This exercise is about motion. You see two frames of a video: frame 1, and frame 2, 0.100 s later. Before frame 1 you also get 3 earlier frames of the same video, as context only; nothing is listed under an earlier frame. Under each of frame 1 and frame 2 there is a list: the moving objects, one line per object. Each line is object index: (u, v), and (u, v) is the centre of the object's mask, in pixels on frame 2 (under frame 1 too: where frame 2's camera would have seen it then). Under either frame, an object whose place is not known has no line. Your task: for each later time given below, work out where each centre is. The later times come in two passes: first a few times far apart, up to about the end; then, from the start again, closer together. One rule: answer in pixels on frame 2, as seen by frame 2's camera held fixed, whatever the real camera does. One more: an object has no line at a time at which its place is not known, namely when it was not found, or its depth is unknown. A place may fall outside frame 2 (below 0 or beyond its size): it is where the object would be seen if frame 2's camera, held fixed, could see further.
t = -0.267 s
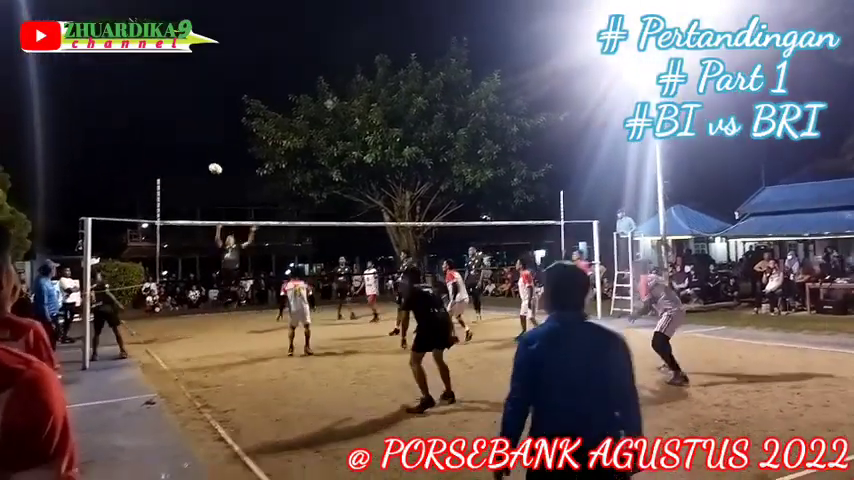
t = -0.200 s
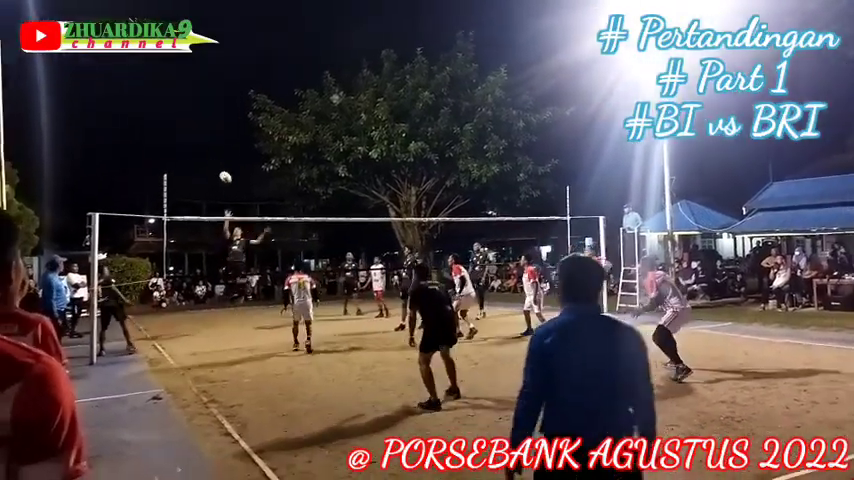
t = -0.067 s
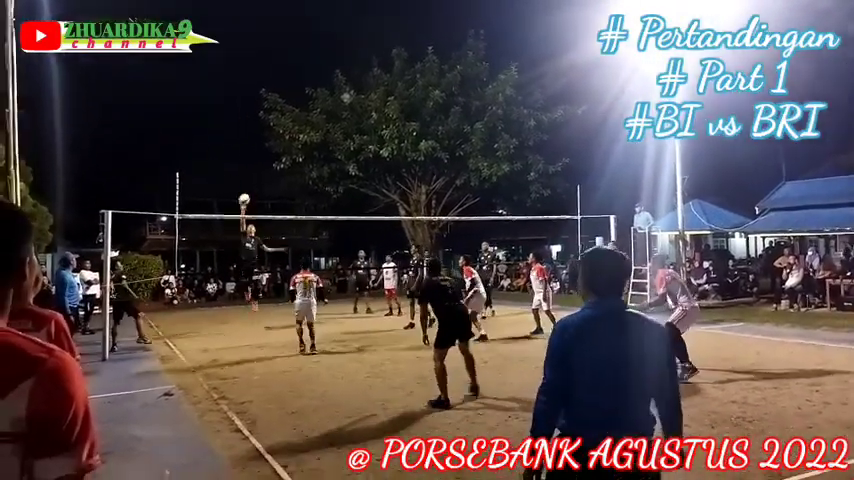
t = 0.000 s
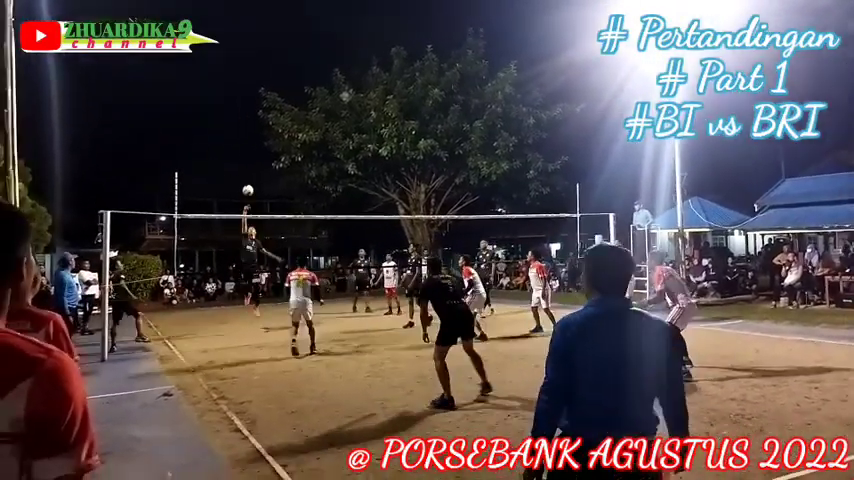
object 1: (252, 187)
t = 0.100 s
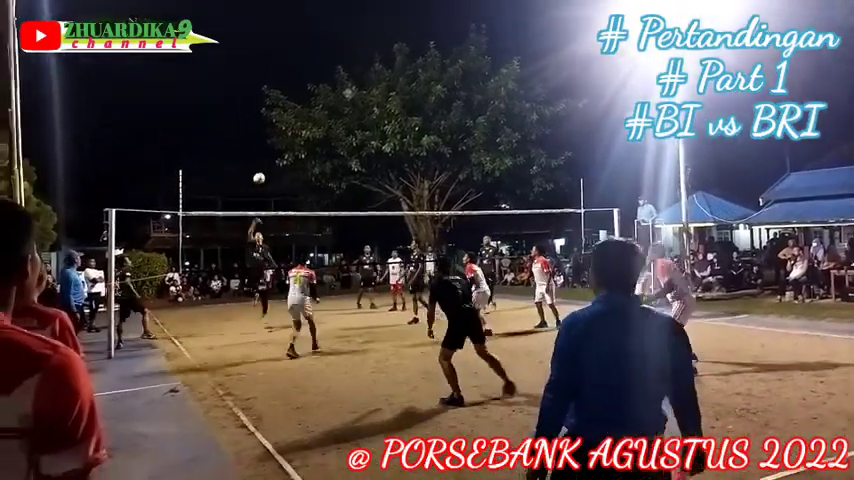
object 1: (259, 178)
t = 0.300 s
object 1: (275, 172)
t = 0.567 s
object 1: (302, 196)
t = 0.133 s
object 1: (261, 176)
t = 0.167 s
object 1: (264, 174)
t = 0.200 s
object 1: (267, 173)
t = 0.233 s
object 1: (270, 172)
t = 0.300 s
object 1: (275, 172)
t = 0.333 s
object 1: (278, 173)
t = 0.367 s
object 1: (282, 174)
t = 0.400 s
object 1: (285, 176)
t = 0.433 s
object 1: (288, 179)
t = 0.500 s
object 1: (295, 186)
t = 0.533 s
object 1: (298, 191)
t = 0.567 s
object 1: (302, 196)
